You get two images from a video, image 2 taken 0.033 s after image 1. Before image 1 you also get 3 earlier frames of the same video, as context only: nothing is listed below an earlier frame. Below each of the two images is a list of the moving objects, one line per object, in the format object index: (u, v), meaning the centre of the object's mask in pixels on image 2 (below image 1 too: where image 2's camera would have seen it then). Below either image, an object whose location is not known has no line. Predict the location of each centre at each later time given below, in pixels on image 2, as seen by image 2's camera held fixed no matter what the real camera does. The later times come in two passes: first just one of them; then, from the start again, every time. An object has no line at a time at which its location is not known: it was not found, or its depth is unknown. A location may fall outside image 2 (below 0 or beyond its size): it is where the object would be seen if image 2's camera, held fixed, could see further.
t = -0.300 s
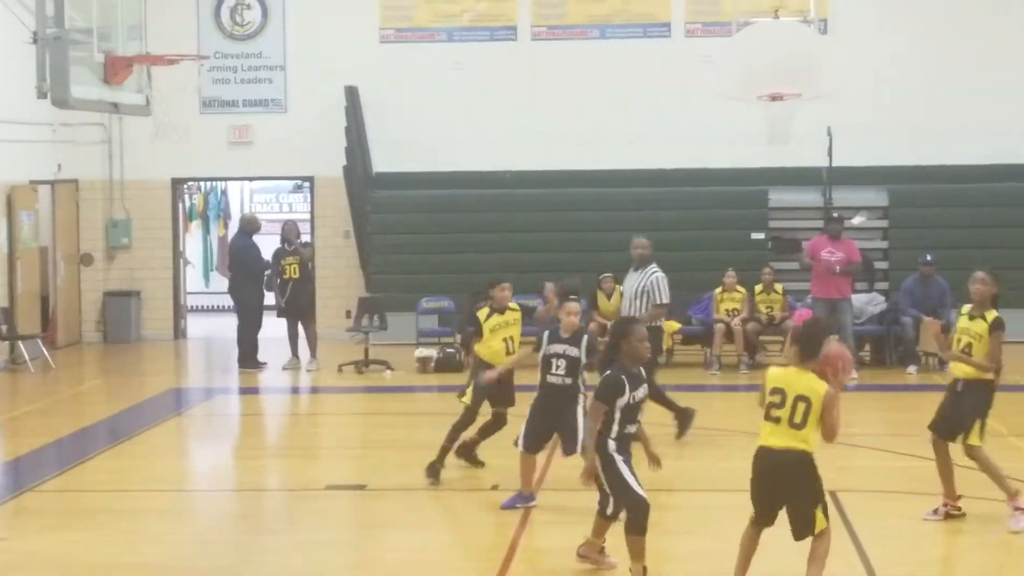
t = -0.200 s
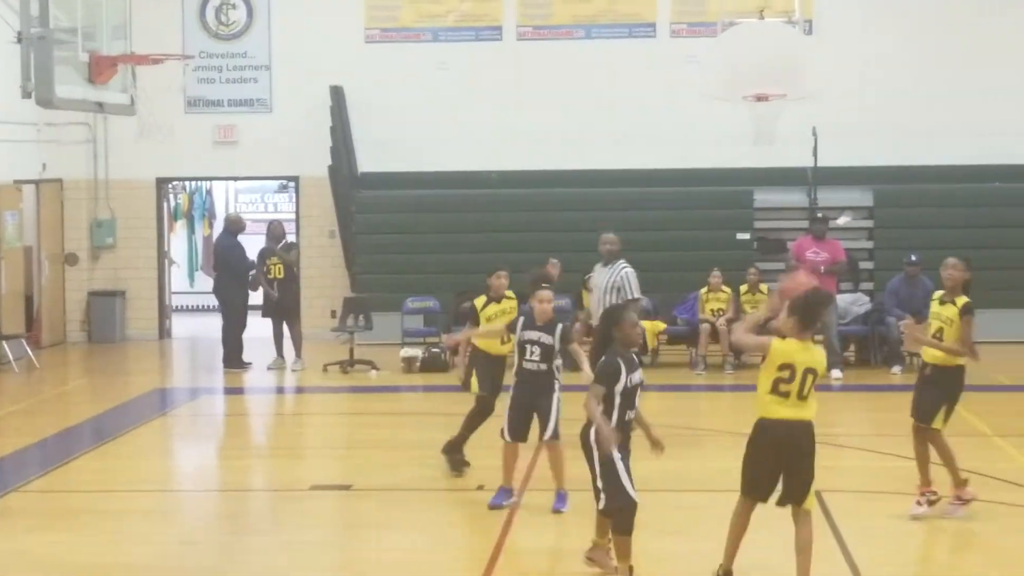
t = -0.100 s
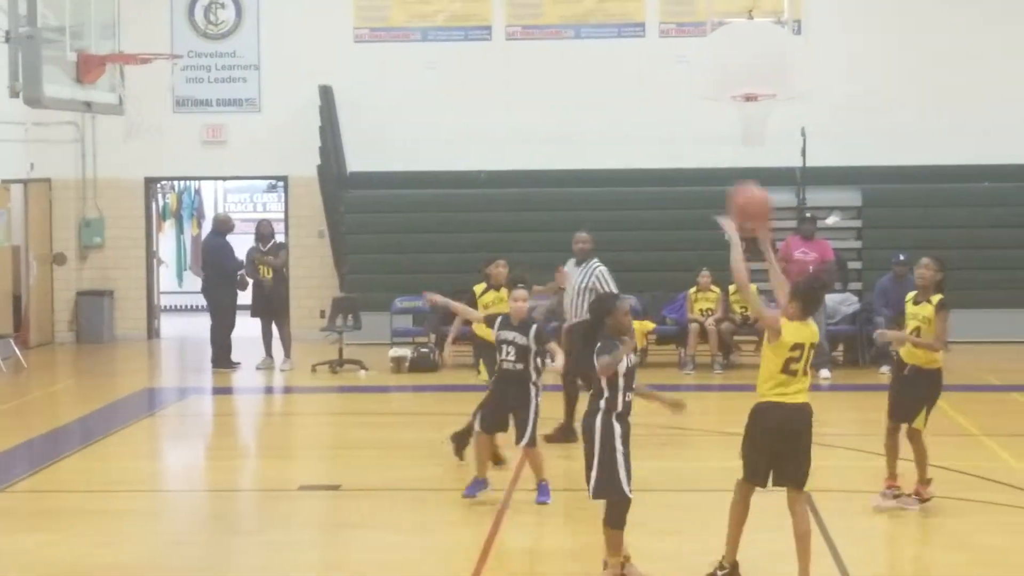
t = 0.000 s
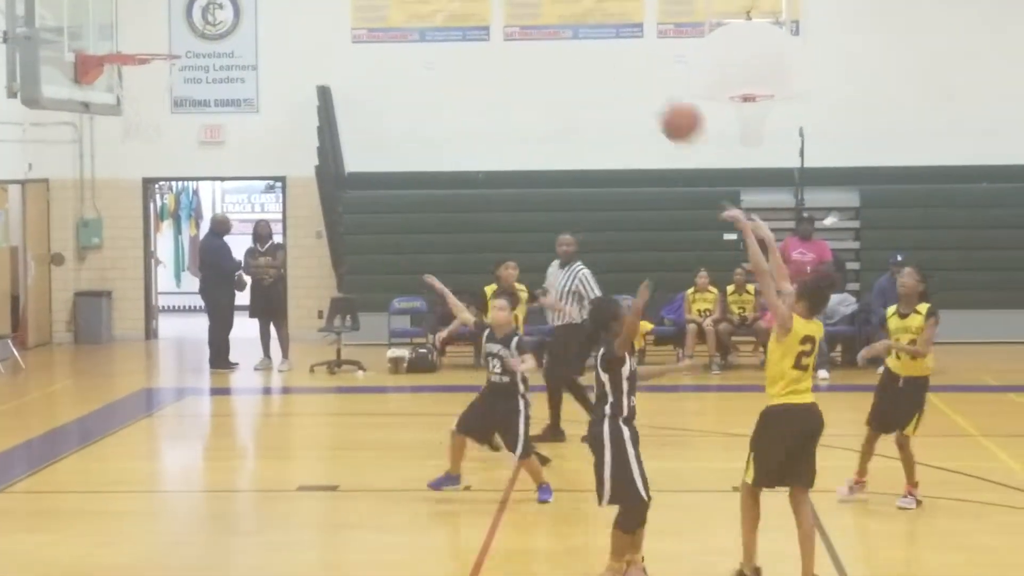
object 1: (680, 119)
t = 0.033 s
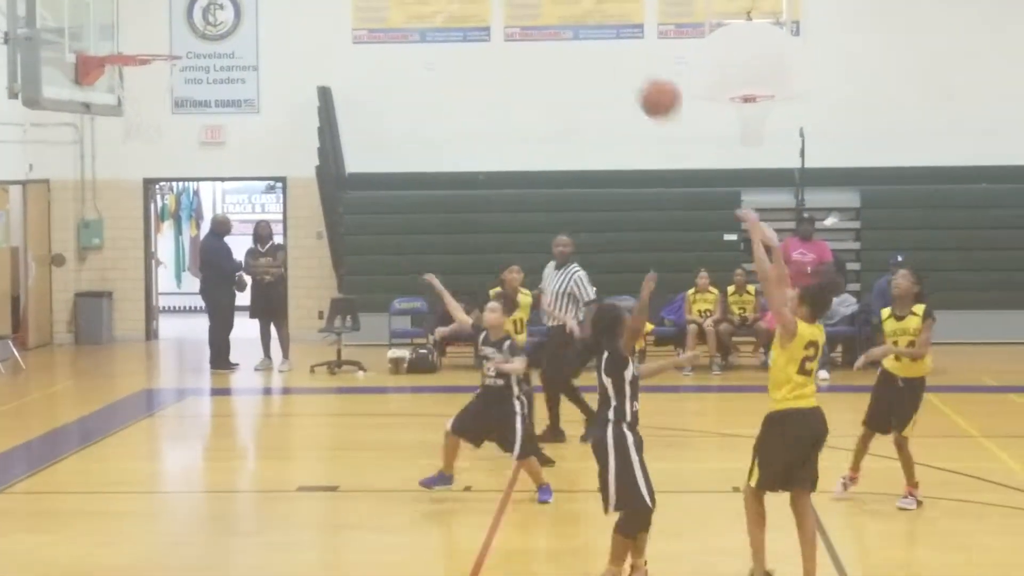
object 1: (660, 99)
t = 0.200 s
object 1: (556, 13)
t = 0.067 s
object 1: (638, 76)
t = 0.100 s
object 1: (617, 56)
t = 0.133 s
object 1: (595, 37)
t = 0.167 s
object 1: (576, 22)
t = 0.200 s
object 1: (556, 13)
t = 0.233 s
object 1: (535, 7)
